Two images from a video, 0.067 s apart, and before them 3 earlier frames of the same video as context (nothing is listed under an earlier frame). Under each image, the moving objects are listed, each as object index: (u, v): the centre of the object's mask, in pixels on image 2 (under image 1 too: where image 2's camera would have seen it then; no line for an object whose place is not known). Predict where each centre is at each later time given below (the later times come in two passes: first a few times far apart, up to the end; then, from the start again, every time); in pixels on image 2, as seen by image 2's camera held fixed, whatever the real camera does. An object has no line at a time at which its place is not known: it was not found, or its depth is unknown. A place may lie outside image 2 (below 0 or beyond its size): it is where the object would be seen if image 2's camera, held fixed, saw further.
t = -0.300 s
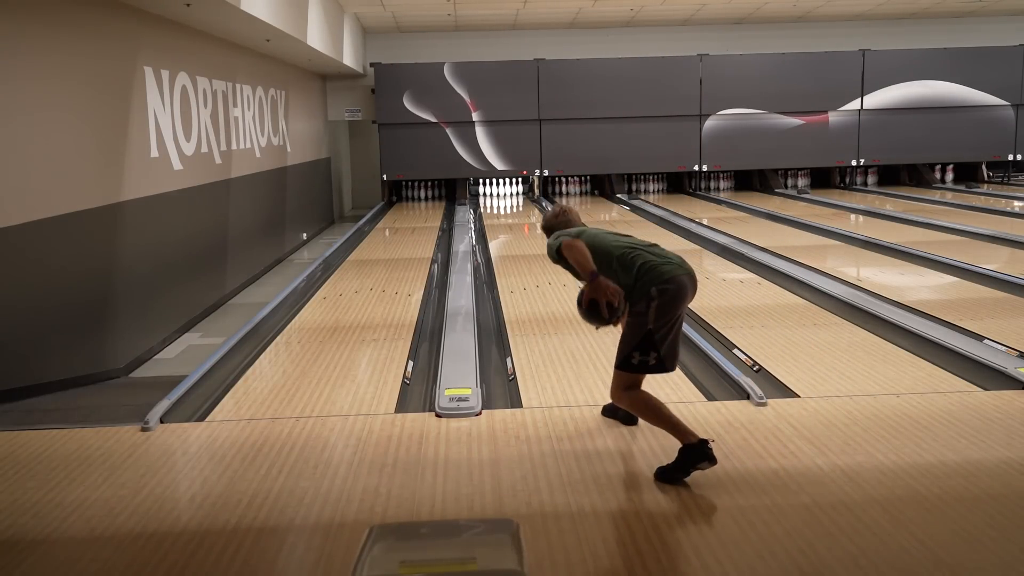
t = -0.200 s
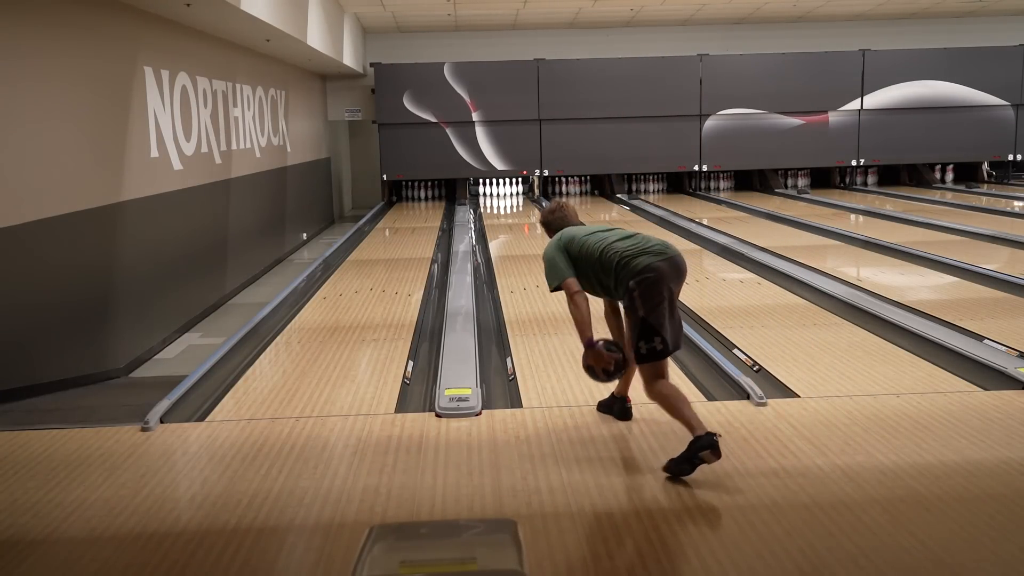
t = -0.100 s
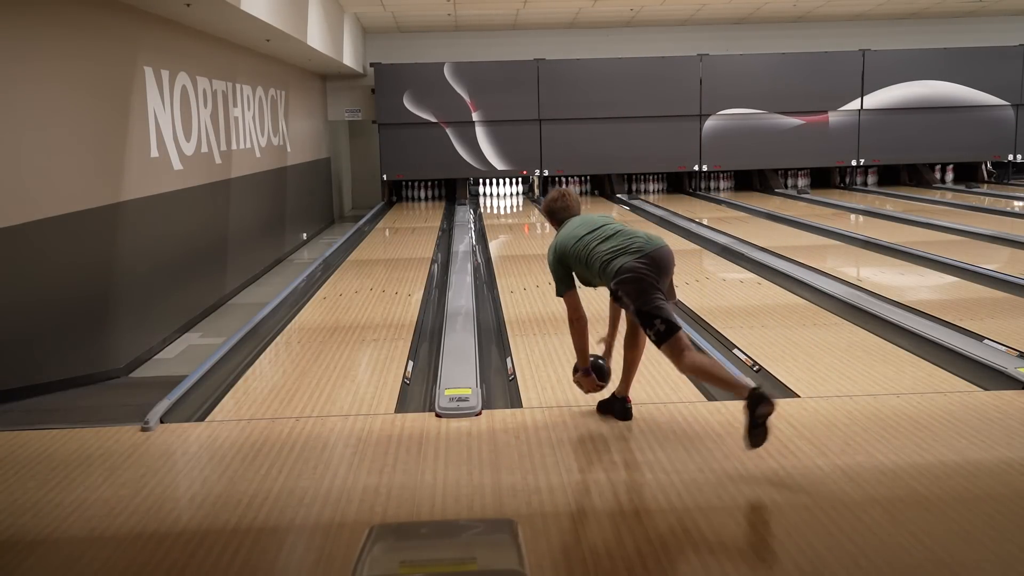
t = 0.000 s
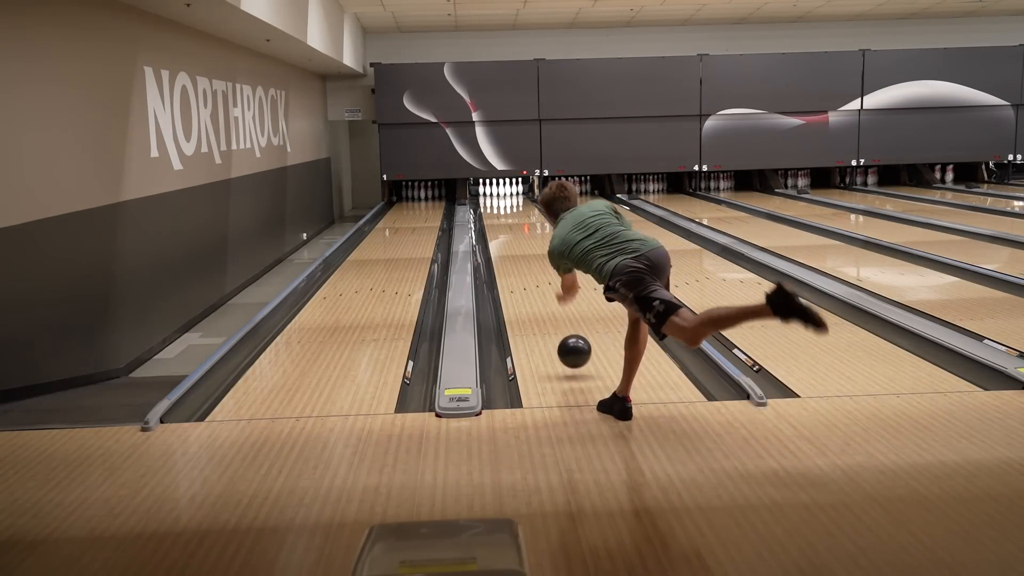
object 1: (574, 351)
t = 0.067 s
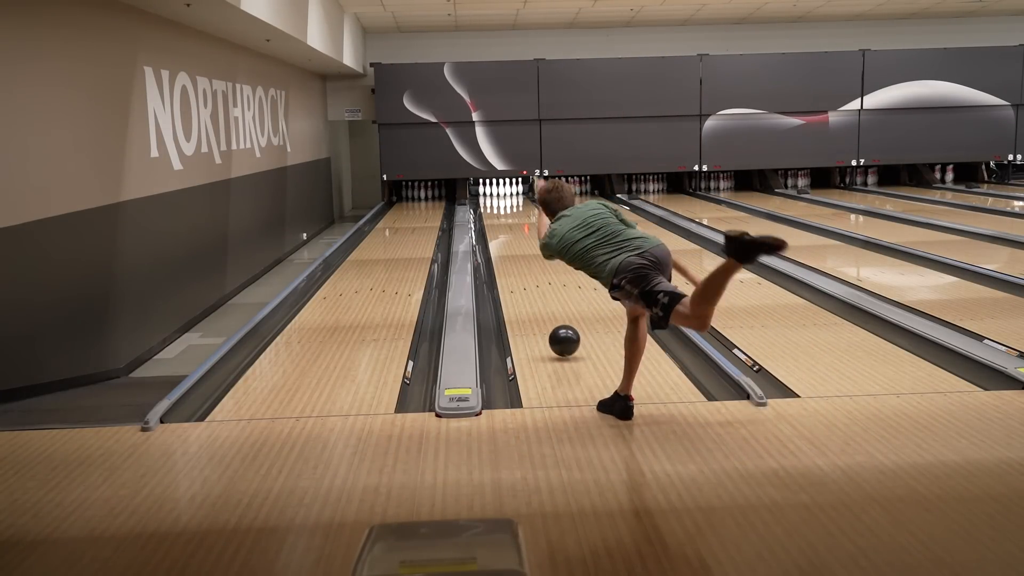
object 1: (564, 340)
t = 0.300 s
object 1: (539, 299)
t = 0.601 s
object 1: (519, 264)
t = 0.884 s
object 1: (507, 242)
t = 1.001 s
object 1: (503, 235)
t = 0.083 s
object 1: (562, 339)
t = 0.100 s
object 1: (560, 336)
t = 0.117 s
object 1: (558, 332)
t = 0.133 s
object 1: (556, 329)
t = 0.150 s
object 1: (554, 326)
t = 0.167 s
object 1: (552, 322)
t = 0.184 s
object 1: (550, 319)
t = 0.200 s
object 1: (548, 316)
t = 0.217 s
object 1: (546, 313)
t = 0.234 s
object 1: (545, 310)
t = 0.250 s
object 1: (543, 307)
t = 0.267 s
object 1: (542, 305)
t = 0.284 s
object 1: (540, 302)
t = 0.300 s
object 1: (539, 299)
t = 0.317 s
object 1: (537, 297)
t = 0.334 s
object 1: (536, 295)
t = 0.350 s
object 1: (535, 292)
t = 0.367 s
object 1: (533, 290)
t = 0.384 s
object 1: (532, 288)
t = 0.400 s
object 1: (531, 286)
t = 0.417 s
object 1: (530, 284)
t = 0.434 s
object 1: (528, 282)
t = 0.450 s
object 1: (527, 280)
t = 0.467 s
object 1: (526, 278)
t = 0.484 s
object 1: (525, 276)
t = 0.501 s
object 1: (524, 274)
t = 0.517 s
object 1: (523, 272)
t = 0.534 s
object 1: (522, 270)
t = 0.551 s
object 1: (521, 269)
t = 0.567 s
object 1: (520, 267)
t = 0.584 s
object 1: (519, 265)
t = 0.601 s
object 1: (519, 264)
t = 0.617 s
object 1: (518, 262)
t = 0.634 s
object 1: (517, 261)
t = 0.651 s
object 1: (516, 259)
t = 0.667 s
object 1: (515, 258)
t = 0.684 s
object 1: (514, 256)
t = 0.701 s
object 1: (514, 255)
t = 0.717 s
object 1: (513, 253)
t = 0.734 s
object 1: (512, 252)
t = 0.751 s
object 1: (512, 251)
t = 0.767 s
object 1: (511, 250)
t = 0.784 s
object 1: (510, 248)
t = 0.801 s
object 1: (510, 247)
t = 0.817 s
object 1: (509, 246)
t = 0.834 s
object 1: (508, 245)
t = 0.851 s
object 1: (508, 244)
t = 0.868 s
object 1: (507, 243)
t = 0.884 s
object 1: (507, 242)
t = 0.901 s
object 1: (506, 241)
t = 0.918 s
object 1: (506, 240)
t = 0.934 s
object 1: (505, 239)
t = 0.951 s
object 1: (505, 238)
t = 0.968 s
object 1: (504, 237)
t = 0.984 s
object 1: (504, 236)
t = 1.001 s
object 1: (503, 235)
